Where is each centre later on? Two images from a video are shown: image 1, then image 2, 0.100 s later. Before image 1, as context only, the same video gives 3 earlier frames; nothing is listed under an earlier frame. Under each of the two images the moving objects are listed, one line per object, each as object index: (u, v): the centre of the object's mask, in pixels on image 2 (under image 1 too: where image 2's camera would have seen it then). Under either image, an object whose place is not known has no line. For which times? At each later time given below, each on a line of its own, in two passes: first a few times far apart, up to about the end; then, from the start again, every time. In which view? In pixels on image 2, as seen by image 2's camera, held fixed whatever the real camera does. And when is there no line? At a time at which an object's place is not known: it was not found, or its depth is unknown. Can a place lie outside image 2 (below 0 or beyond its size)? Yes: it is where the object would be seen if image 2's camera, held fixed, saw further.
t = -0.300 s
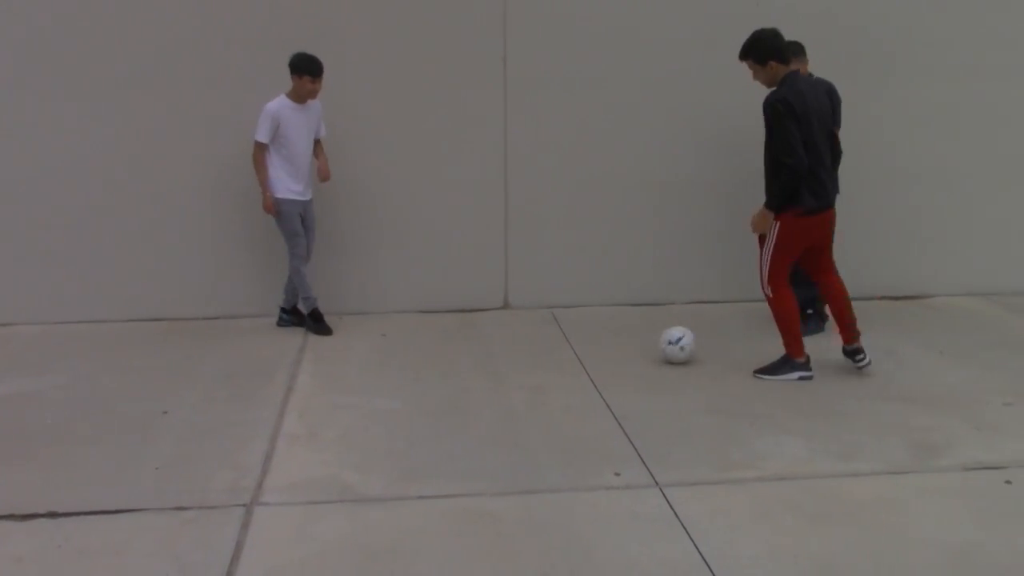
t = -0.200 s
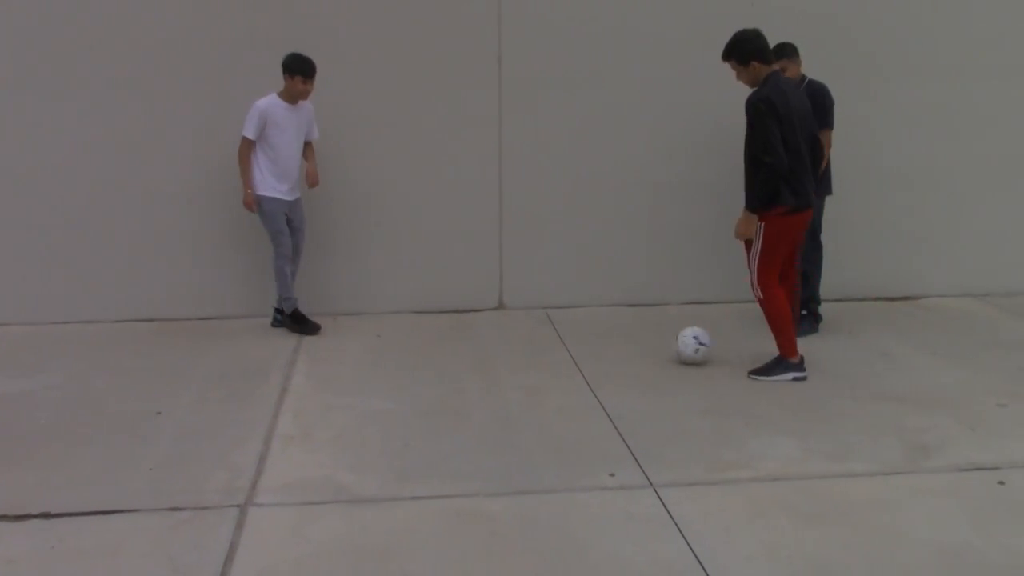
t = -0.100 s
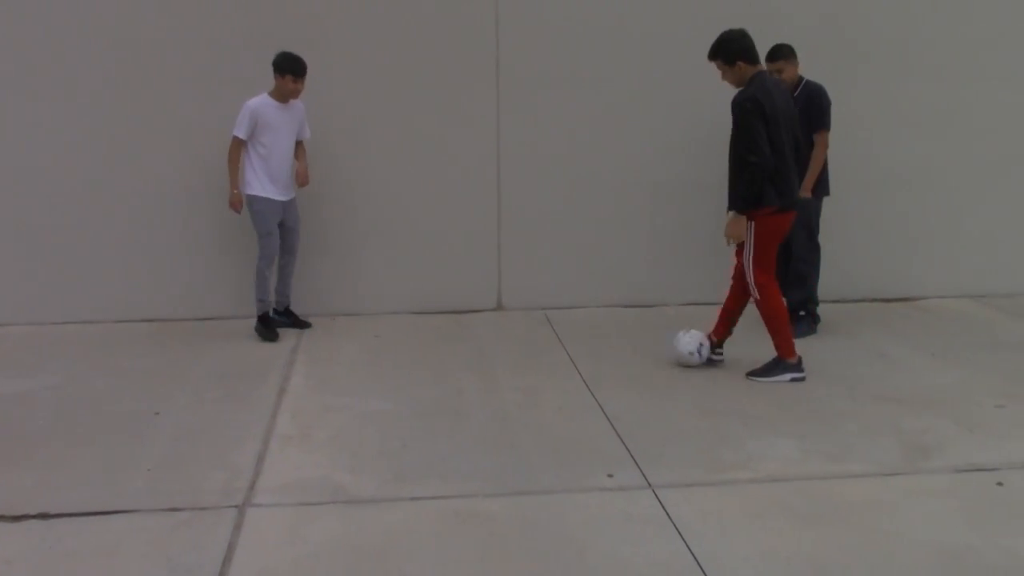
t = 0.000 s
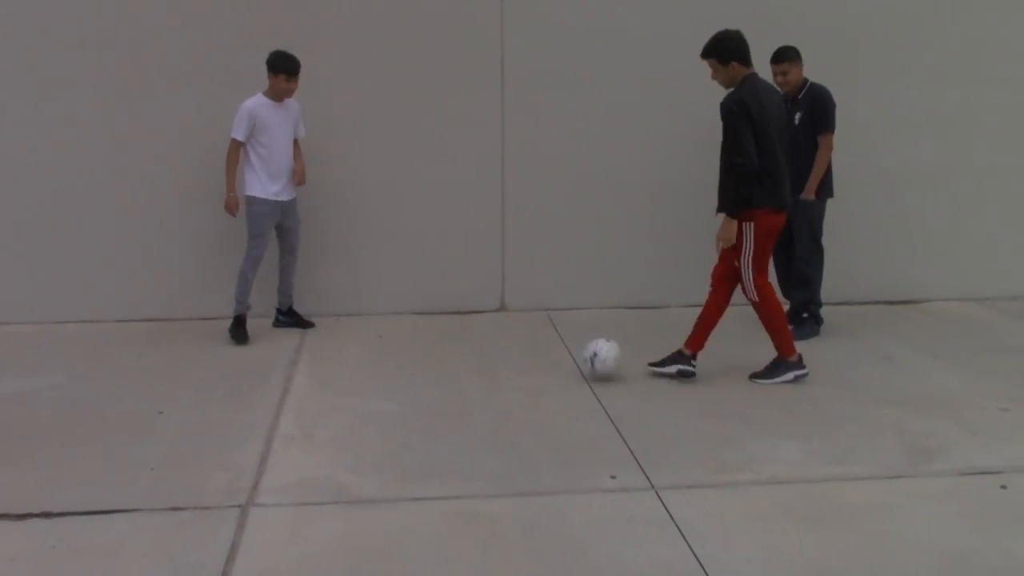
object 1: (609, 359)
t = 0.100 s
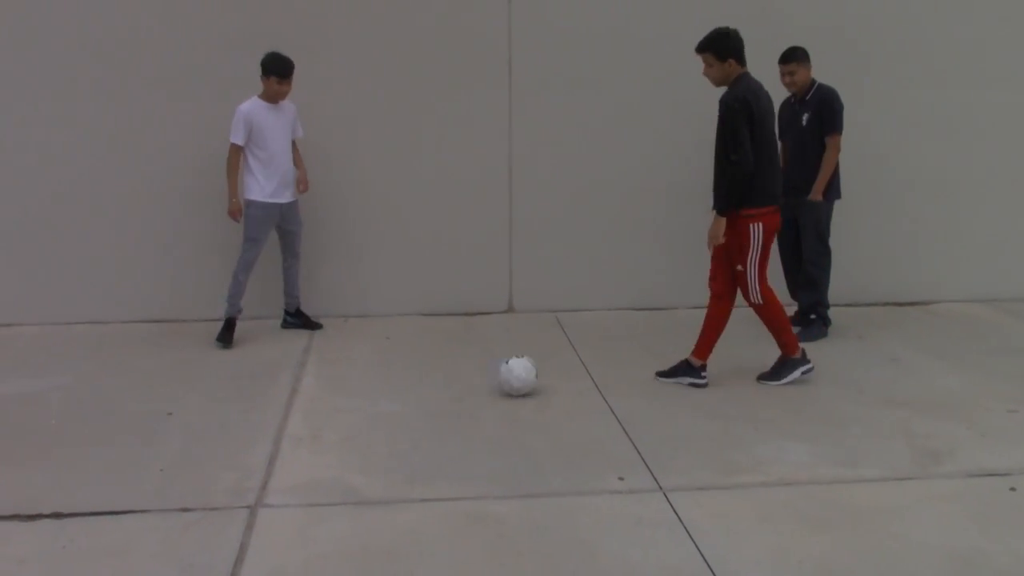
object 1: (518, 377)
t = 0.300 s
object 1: (350, 395)
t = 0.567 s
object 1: (152, 419)
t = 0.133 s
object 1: (488, 379)
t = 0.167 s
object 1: (460, 382)
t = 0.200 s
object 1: (431, 386)
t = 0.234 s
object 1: (403, 389)
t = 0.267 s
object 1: (376, 392)
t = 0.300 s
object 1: (350, 395)
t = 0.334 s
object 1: (322, 399)
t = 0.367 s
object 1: (299, 401)
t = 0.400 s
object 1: (276, 402)
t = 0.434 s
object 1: (252, 404)
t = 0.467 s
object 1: (229, 408)
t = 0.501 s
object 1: (204, 415)
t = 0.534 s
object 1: (179, 417)
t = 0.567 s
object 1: (152, 419)
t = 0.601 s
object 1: (127, 423)
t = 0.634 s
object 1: (101, 427)
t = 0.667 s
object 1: (74, 432)
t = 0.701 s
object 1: (46, 435)
